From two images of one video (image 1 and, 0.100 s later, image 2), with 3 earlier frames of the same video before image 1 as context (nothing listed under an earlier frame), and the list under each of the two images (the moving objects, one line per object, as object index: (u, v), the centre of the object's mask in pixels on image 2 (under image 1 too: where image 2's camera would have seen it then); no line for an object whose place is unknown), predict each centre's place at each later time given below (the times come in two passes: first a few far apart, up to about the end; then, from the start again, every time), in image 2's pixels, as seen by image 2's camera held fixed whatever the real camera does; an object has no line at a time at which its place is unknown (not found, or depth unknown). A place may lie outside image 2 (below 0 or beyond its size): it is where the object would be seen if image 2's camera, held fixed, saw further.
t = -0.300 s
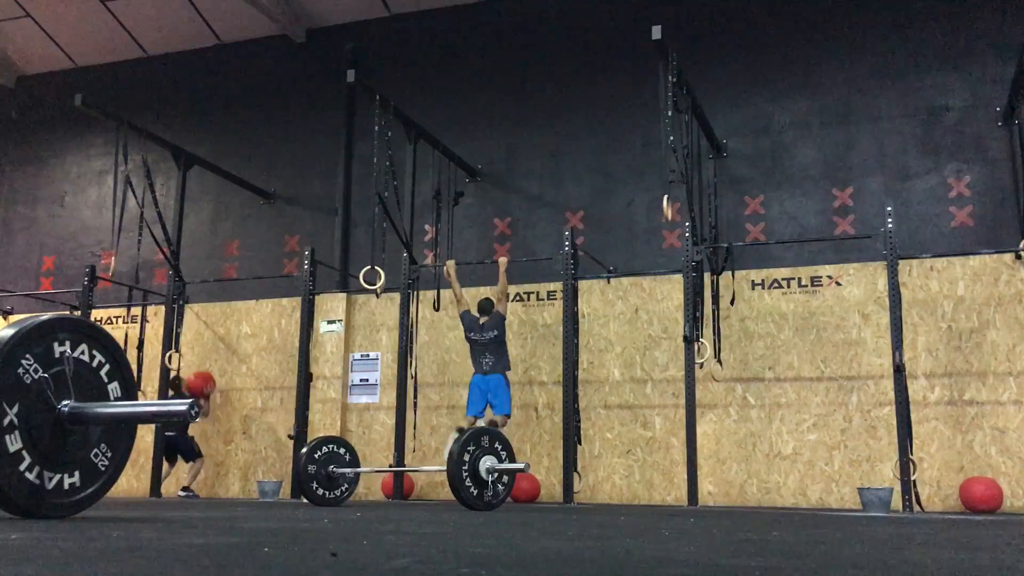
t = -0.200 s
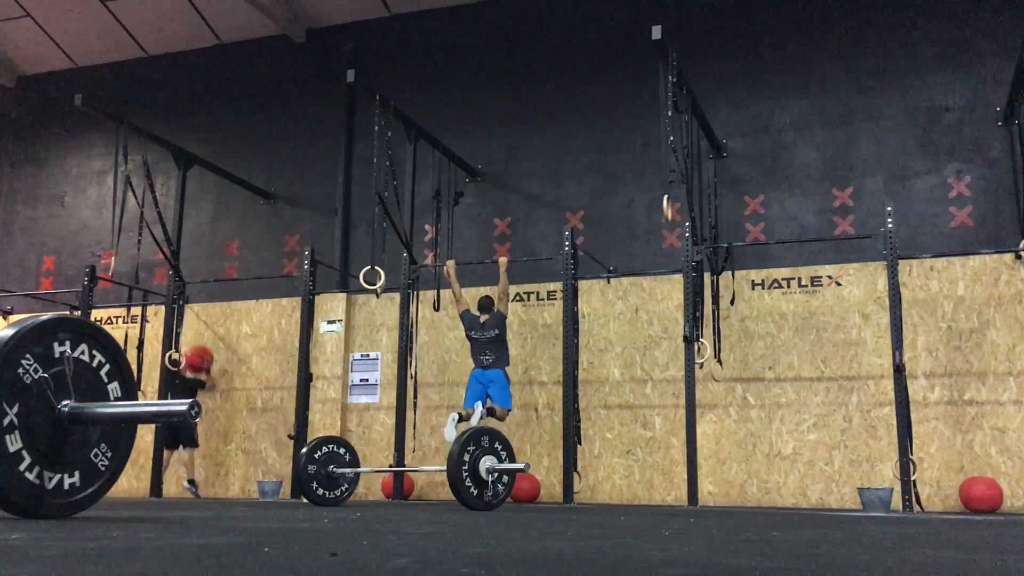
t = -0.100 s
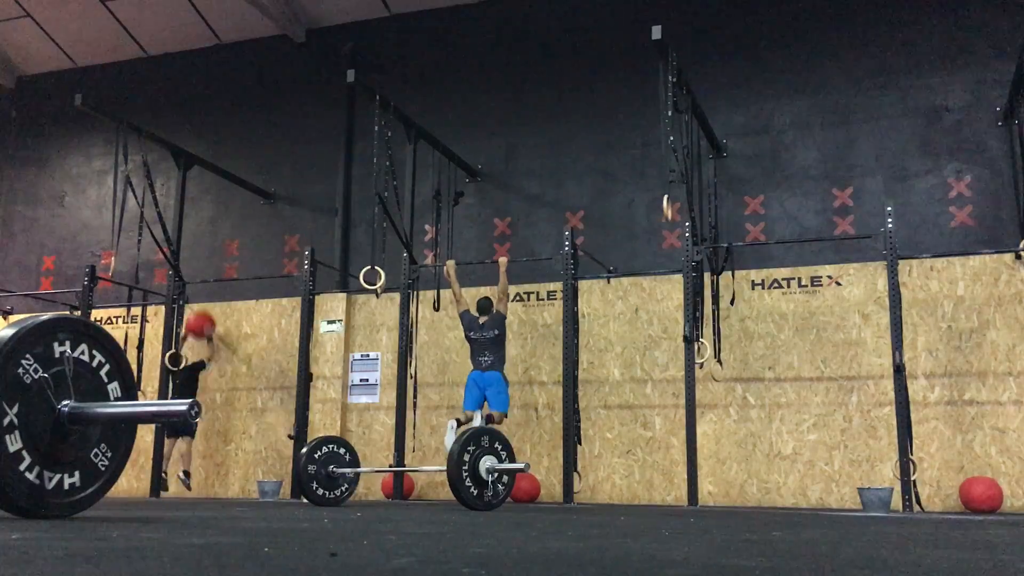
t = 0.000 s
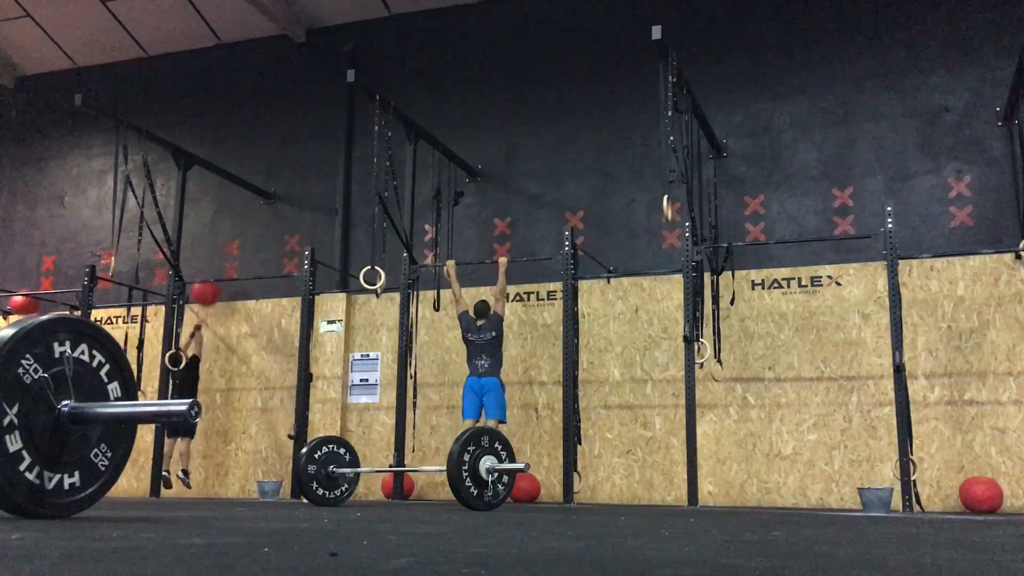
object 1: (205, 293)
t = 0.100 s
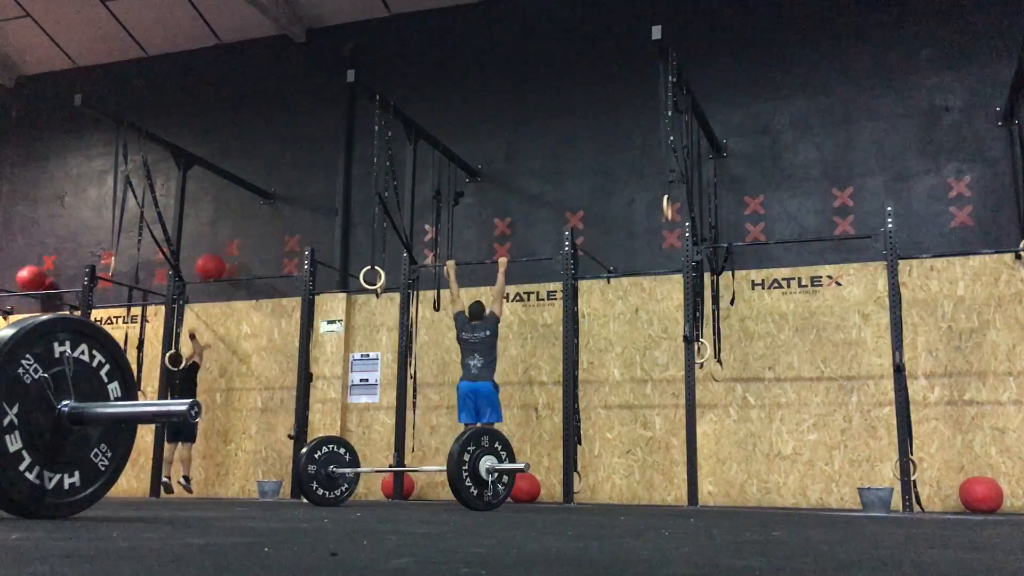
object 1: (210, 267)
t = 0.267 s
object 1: (217, 242)
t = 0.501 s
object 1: (223, 243)
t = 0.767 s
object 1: (214, 288)
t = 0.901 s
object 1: (209, 331)
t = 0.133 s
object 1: (212, 261)
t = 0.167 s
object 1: (213, 254)
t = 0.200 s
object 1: (214, 250)
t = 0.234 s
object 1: (216, 245)
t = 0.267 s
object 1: (217, 242)
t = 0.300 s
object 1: (218, 240)
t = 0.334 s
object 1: (219, 238)
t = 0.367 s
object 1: (220, 238)
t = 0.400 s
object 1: (221, 238)
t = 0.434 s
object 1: (222, 239)
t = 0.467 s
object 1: (222, 240)
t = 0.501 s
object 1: (223, 243)
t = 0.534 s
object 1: (222, 245)
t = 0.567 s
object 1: (220, 249)
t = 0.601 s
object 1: (220, 253)
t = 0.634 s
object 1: (219, 258)
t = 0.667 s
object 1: (218, 264)
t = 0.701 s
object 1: (218, 268)
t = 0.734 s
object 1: (217, 277)
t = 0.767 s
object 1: (214, 288)
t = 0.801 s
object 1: (213, 296)
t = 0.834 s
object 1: (212, 307)
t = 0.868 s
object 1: (211, 318)
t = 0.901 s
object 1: (209, 331)
